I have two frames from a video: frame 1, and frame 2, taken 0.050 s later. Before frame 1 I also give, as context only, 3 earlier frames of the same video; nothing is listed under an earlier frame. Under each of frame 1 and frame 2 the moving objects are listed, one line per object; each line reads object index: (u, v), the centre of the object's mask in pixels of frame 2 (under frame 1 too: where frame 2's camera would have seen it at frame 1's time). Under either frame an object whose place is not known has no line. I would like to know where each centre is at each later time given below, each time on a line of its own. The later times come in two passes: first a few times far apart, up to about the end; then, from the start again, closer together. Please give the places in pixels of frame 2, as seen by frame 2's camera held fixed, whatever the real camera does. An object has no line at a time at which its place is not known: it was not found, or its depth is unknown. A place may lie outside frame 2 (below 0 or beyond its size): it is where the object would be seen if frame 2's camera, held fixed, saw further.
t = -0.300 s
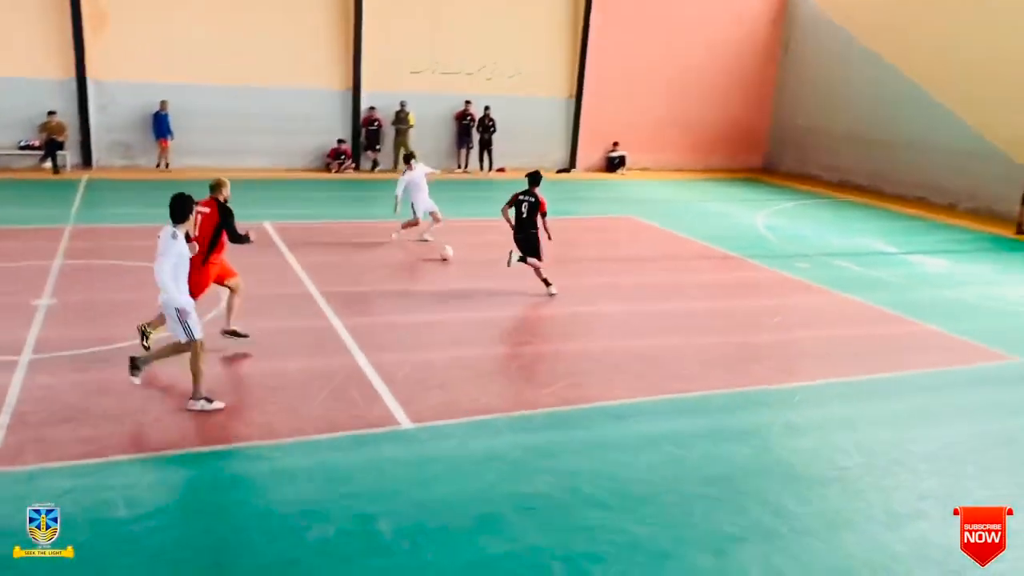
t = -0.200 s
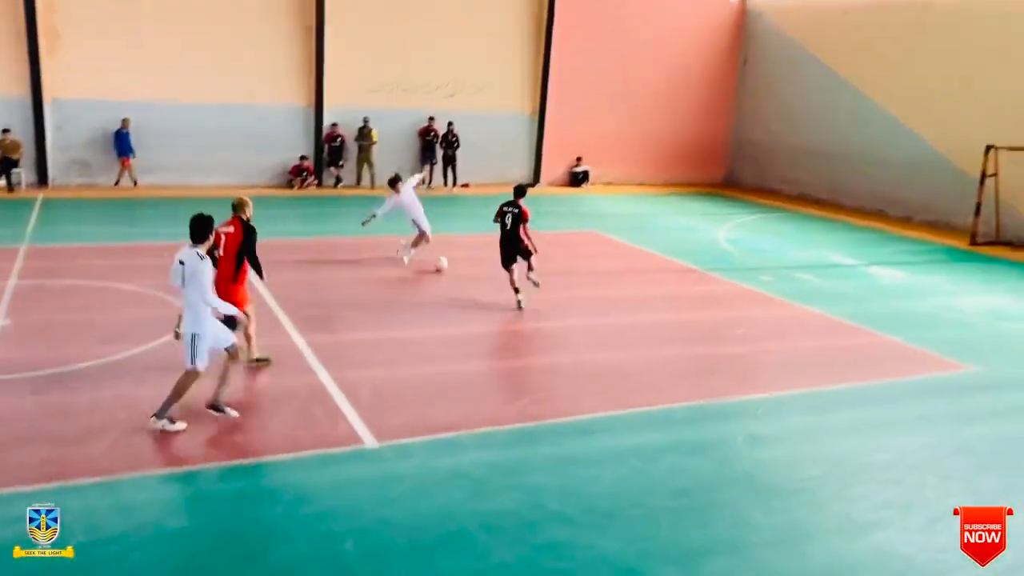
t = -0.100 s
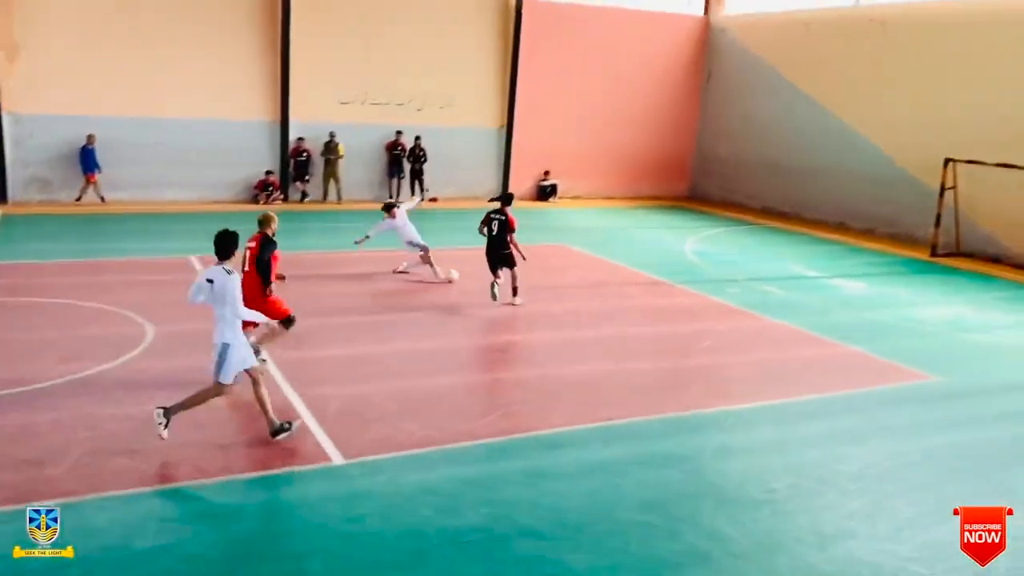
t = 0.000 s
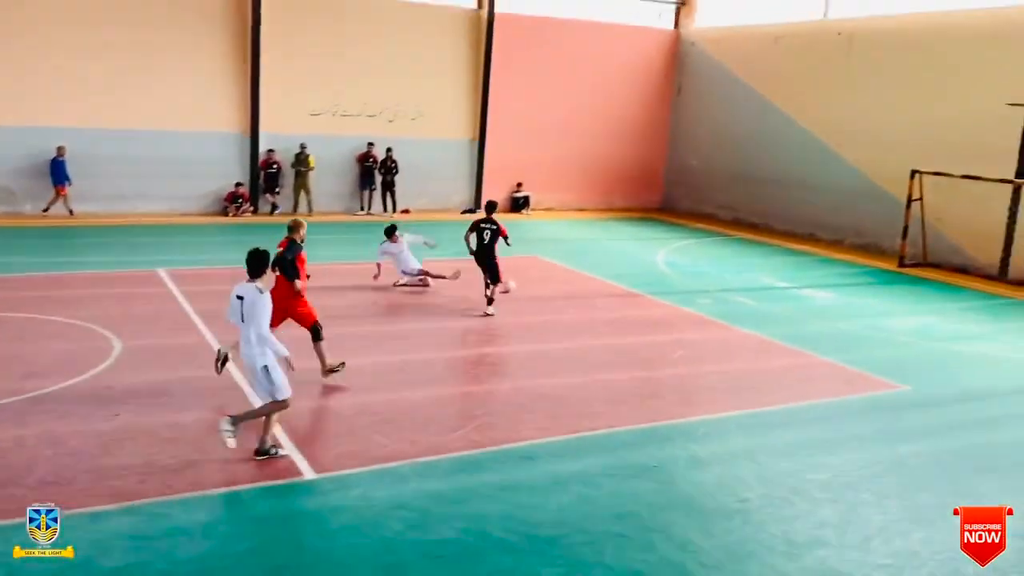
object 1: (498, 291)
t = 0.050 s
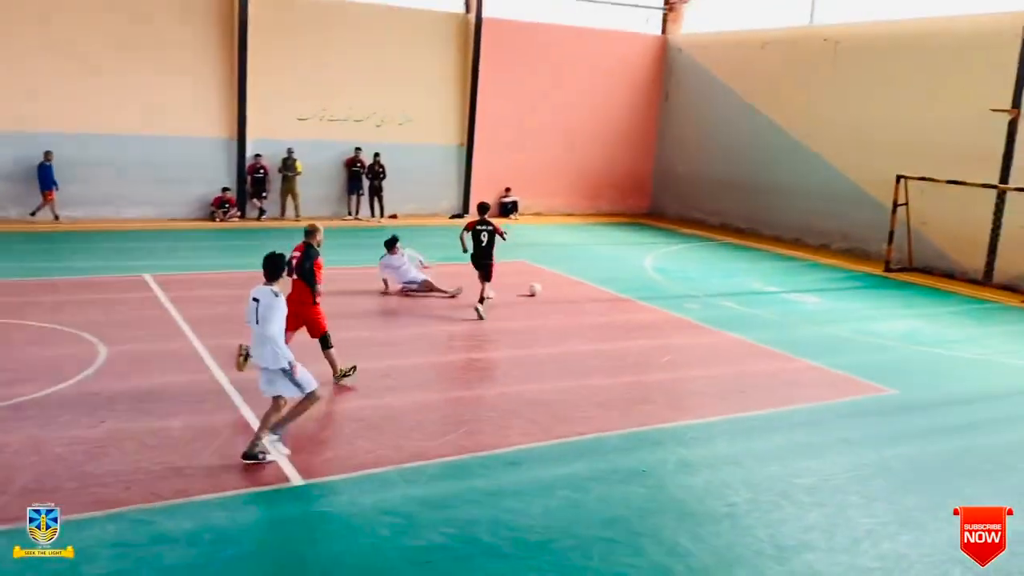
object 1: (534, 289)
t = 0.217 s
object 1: (644, 286)
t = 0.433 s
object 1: (753, 283)
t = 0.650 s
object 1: (838, 278)
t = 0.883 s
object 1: (908, 273)
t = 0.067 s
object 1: (546, 289)
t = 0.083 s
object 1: (558, 288)
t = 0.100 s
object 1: (569, 288)
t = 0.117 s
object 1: (580, 288)
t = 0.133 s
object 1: (591, 288)
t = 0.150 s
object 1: (602, 287)
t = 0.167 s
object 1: (613, 287)
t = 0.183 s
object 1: (623, 287)
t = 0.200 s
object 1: (633, 287)
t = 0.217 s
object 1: (644, 286)
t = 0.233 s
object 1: (653, 286)
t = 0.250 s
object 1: (662, 286)
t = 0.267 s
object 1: (672, 285)
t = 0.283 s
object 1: (681, 285)
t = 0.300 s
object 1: (690, 285)
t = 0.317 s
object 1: (698, 284)
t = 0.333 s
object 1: (707, 284)
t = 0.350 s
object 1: (716, 284)
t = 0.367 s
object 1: (723, 284)
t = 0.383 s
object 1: (731, 283)
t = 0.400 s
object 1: (738, 283)
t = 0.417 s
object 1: (746, 283)
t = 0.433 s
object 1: (753, 283)
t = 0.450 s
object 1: (762, 282)
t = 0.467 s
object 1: (769, 282)
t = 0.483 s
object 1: (776, 281)
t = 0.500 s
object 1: (782, 281)
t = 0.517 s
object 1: (789, 280)
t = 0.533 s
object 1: (796, 280)
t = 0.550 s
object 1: (802, 279)
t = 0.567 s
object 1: (808, 280)
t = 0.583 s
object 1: (815, 280)
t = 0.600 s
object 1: (822, 280)
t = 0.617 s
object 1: (827, 279)
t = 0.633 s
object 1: (833, 278)
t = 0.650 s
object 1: (838, 278)
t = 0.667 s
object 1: (844, 277)
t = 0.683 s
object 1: (849, 277)
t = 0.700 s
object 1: (854, 277)
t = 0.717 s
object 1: (859, 277)
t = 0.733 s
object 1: (864, 277)
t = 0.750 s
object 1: (869, 277)
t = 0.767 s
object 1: (874, 278)
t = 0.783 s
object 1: (880, 277)
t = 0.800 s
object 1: (885, 276)
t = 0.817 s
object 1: (889, 275)
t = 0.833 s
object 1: (895, 274)
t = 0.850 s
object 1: (899, 273)
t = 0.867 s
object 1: (904, 273)
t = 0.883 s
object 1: (908, 273)
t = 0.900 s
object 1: (913, 272)
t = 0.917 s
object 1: (918, 273)
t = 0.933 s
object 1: (922, 273)
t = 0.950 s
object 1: (926, 273)
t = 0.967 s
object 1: (931, 274)
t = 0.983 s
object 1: (935, 274)
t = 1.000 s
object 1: (939, 273)
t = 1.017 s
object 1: (941, 269)
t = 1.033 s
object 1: (942, 264)
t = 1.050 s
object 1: (942, 260)
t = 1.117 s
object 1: (942, 247)
